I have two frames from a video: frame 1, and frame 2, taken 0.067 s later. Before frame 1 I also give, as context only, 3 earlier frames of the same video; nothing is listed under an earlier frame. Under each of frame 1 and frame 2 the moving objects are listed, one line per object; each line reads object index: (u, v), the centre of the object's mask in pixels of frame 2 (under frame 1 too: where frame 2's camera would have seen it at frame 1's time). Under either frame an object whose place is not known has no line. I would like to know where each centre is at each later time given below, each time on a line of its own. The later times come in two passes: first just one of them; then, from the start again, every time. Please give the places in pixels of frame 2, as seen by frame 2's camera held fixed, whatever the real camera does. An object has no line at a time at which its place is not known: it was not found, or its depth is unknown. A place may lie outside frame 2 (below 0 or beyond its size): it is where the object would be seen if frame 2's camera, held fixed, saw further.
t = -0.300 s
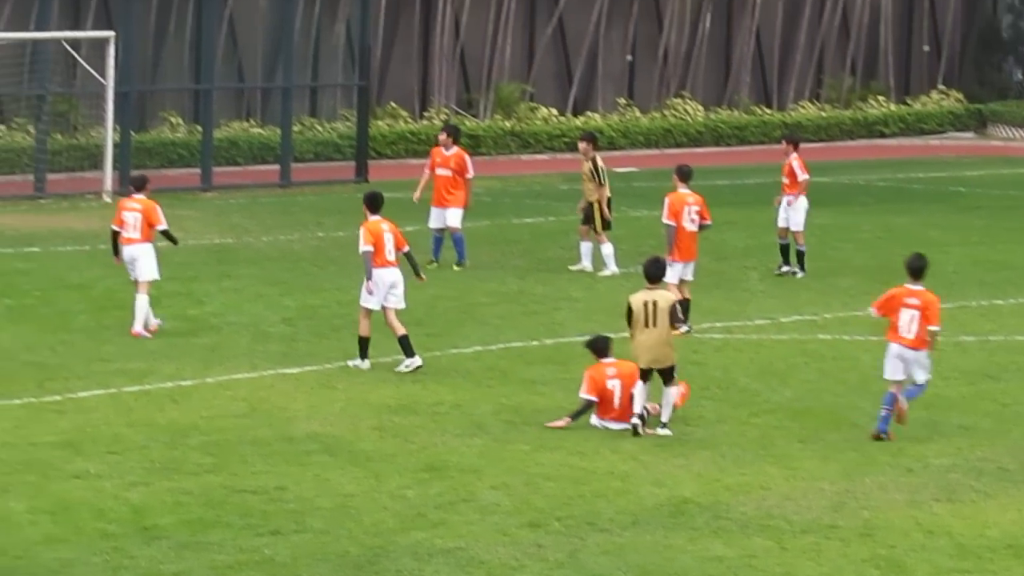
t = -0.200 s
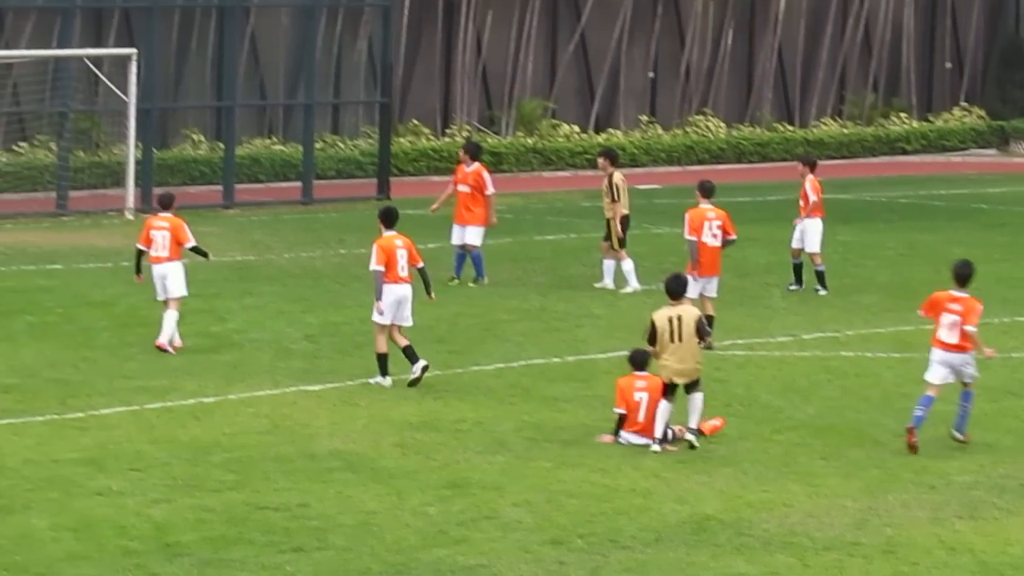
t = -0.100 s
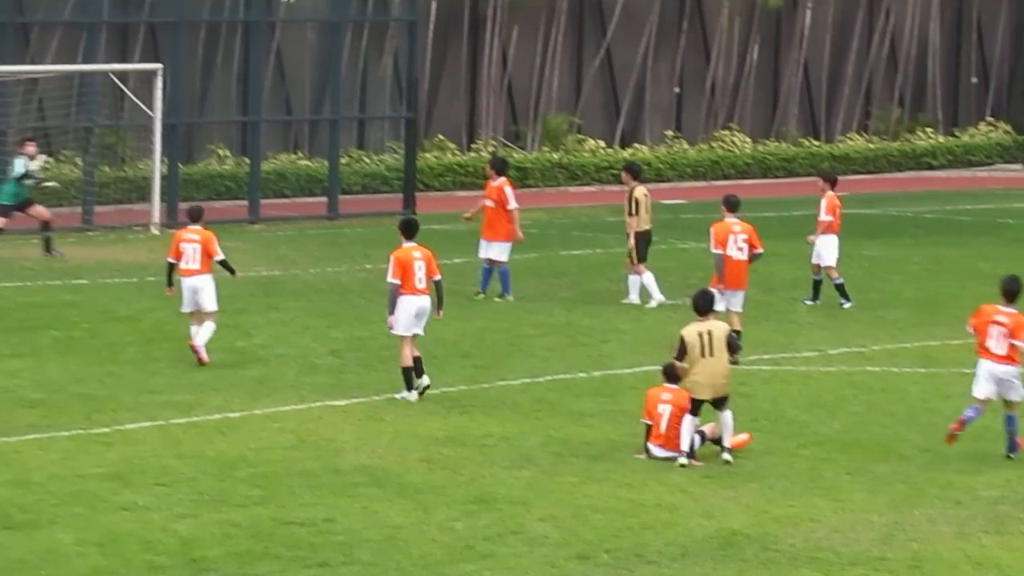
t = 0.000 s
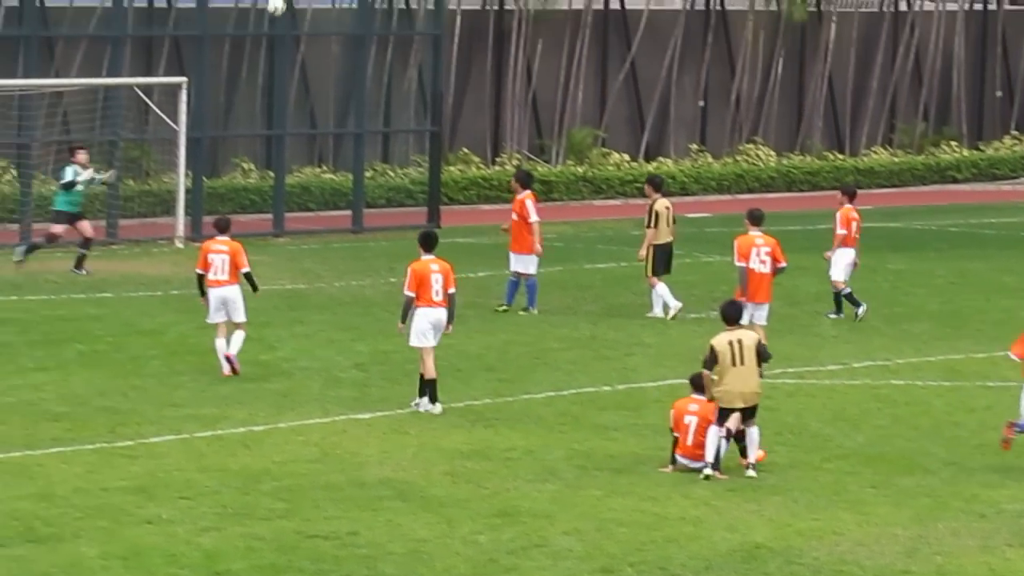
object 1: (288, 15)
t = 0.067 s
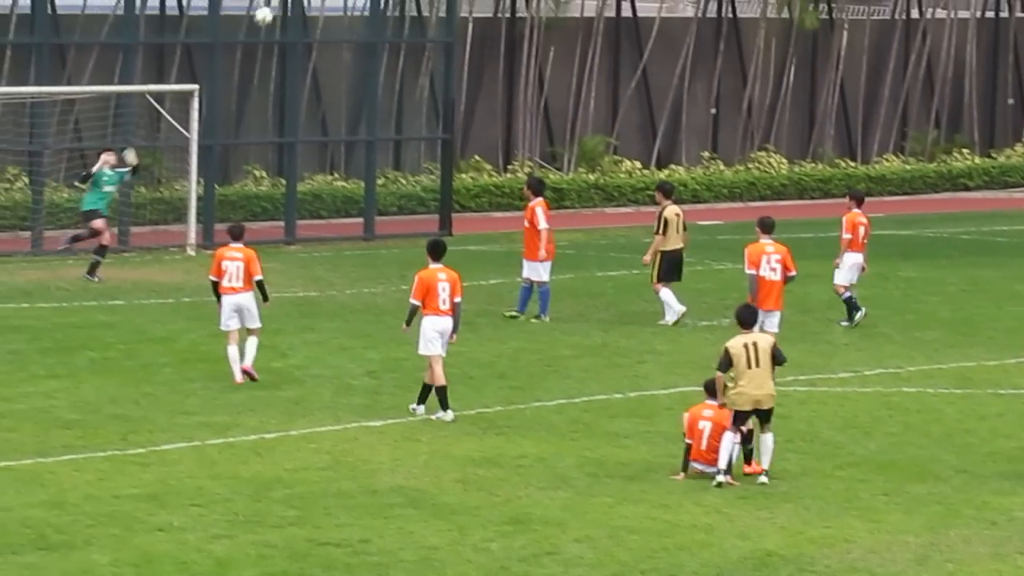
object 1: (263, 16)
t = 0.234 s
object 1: (205, 31)
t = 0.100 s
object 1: (251, 18)
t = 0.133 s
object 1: (240, 20)
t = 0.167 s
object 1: (228, 24)
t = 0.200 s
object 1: (216, 27)
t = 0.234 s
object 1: (205, 31)
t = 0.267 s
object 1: (193, 36)
